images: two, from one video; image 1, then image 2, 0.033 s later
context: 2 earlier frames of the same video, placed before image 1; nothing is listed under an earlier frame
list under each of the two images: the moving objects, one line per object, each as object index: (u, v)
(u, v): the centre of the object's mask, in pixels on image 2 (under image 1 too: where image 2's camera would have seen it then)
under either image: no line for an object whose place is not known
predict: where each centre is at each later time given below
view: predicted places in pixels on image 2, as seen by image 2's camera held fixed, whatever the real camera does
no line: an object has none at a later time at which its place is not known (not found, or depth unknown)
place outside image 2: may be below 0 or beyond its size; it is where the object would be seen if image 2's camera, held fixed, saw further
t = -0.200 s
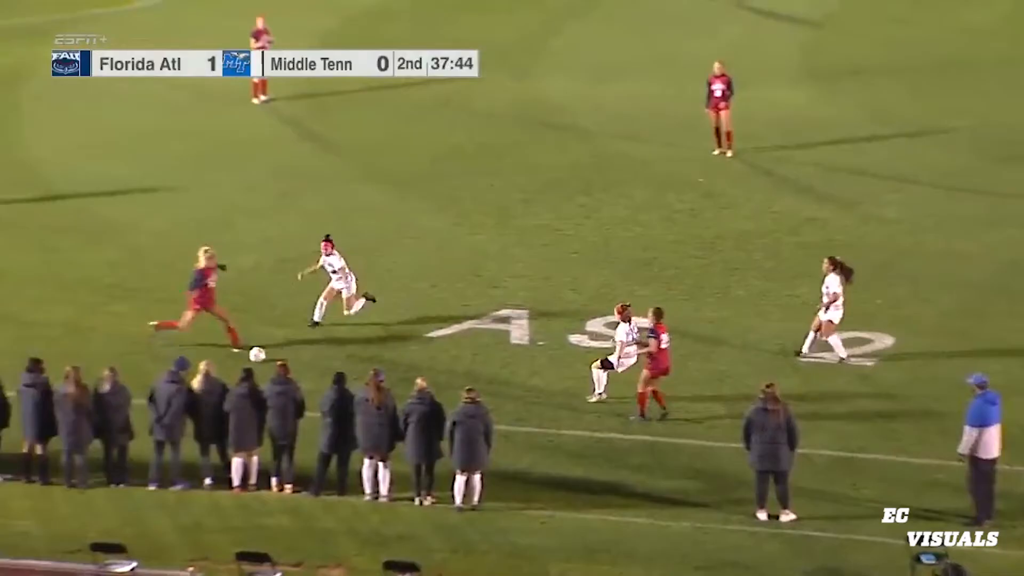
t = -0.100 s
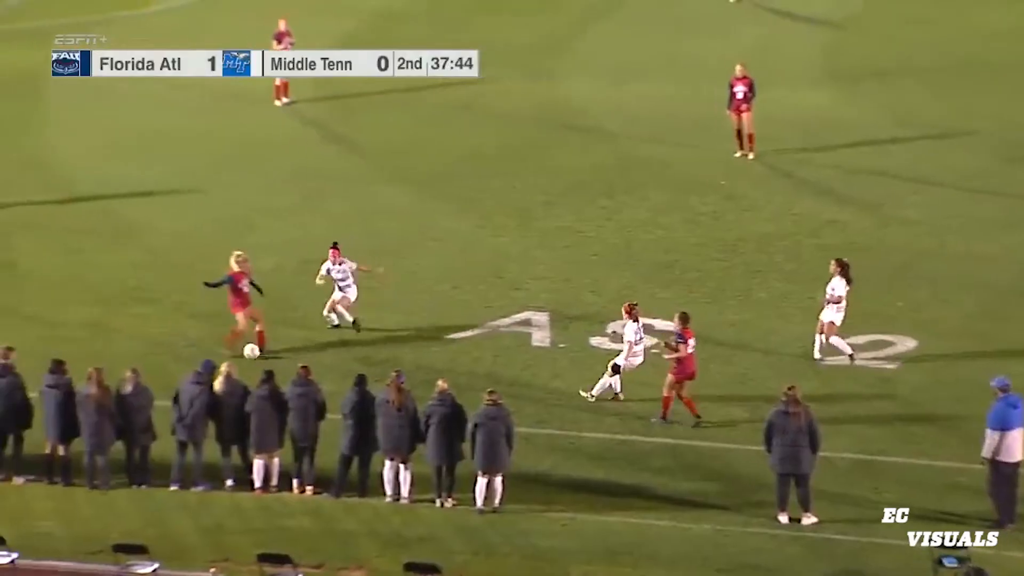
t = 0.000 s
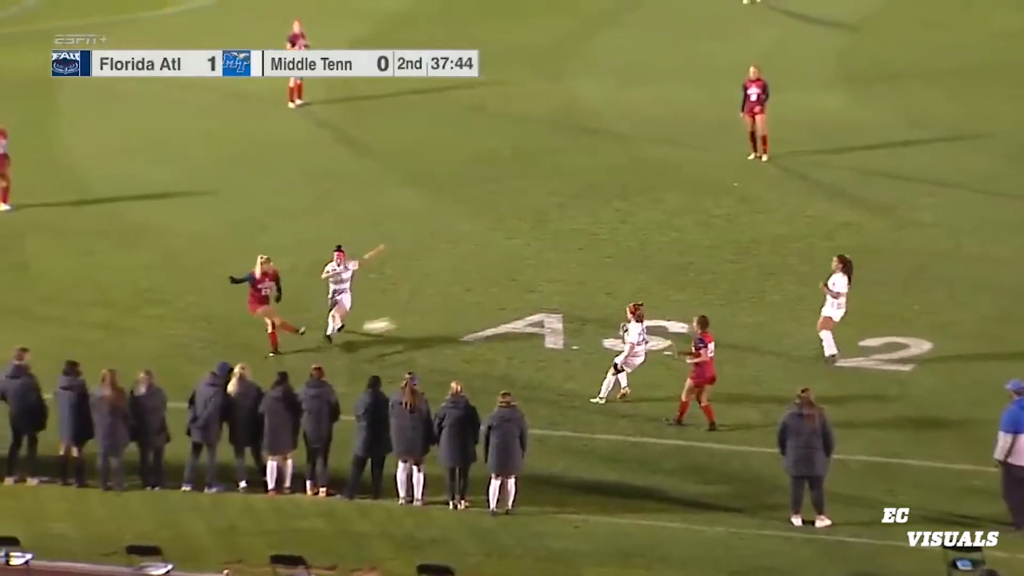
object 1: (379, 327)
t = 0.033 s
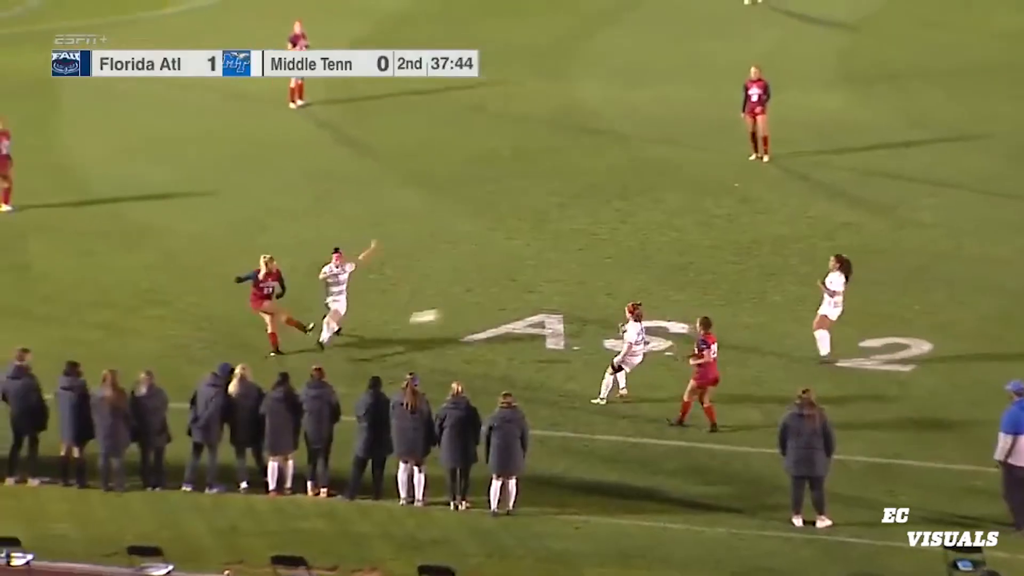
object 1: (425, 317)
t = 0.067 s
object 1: (471, 308)
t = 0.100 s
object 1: (518, 300)
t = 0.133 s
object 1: (563, 292)
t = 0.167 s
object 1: (609, 285)
